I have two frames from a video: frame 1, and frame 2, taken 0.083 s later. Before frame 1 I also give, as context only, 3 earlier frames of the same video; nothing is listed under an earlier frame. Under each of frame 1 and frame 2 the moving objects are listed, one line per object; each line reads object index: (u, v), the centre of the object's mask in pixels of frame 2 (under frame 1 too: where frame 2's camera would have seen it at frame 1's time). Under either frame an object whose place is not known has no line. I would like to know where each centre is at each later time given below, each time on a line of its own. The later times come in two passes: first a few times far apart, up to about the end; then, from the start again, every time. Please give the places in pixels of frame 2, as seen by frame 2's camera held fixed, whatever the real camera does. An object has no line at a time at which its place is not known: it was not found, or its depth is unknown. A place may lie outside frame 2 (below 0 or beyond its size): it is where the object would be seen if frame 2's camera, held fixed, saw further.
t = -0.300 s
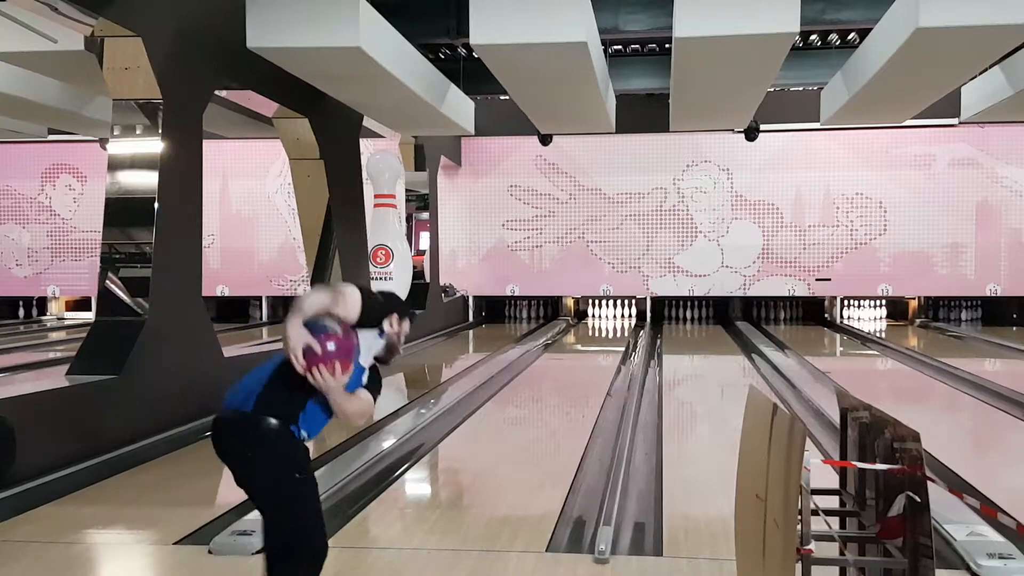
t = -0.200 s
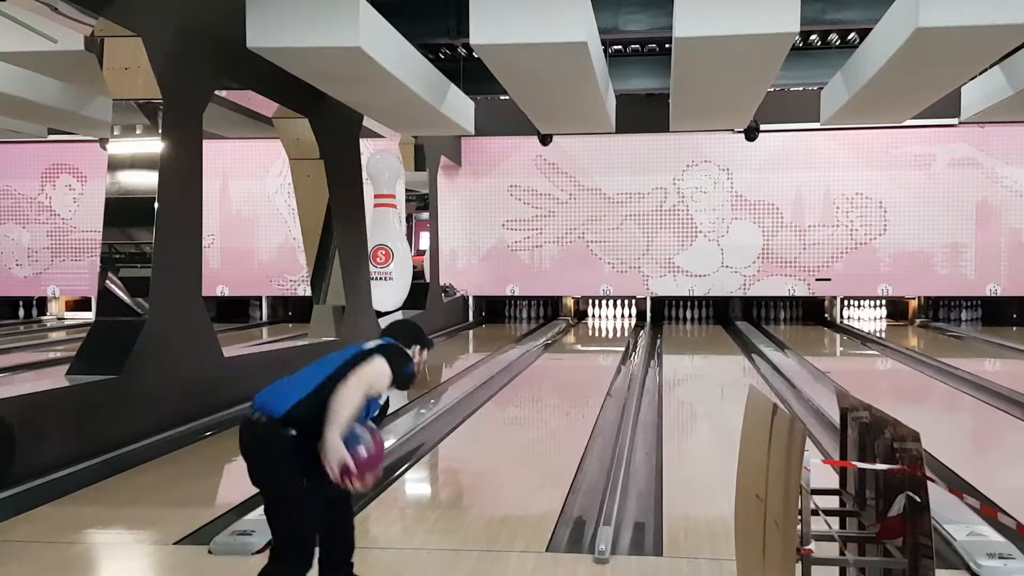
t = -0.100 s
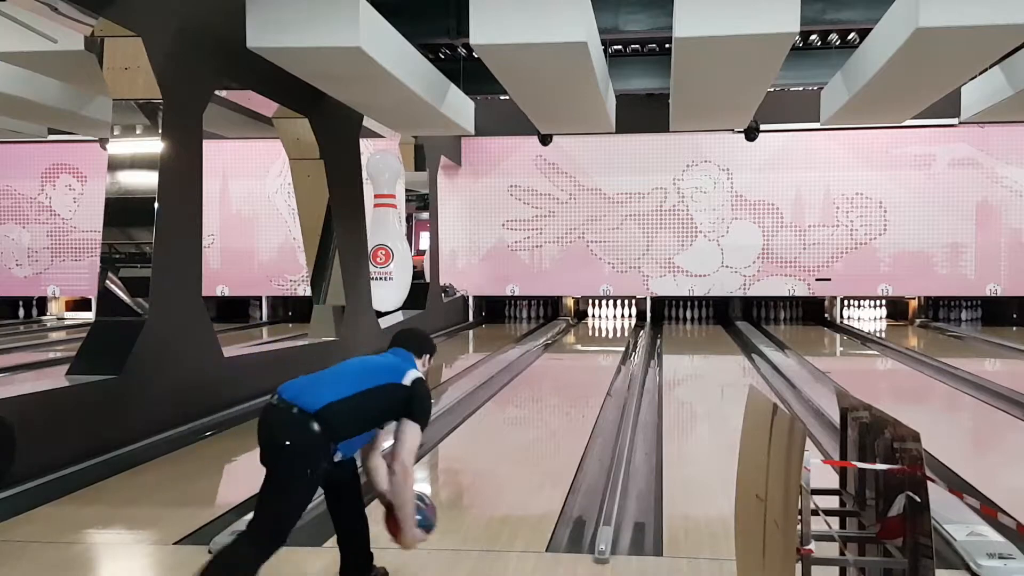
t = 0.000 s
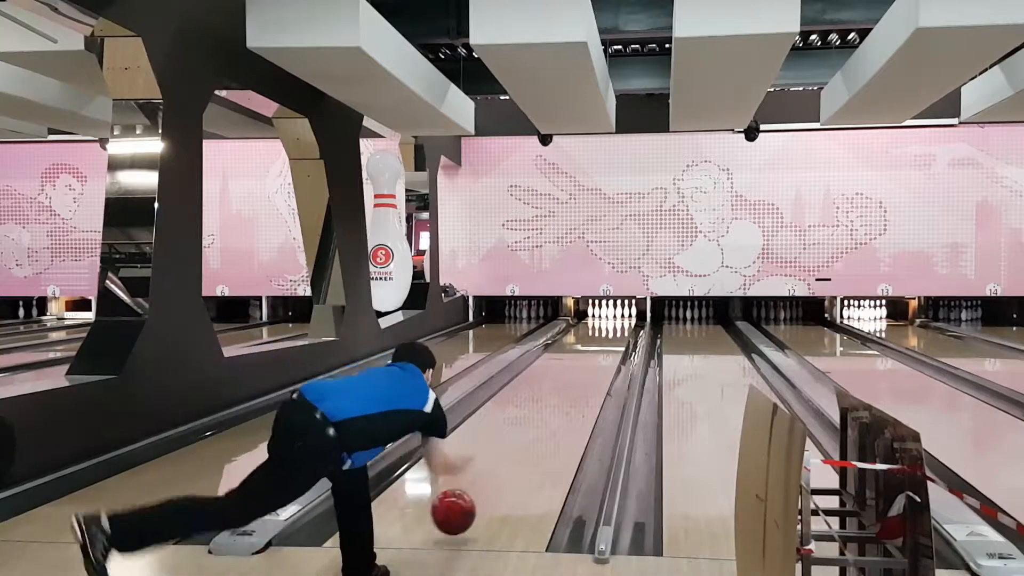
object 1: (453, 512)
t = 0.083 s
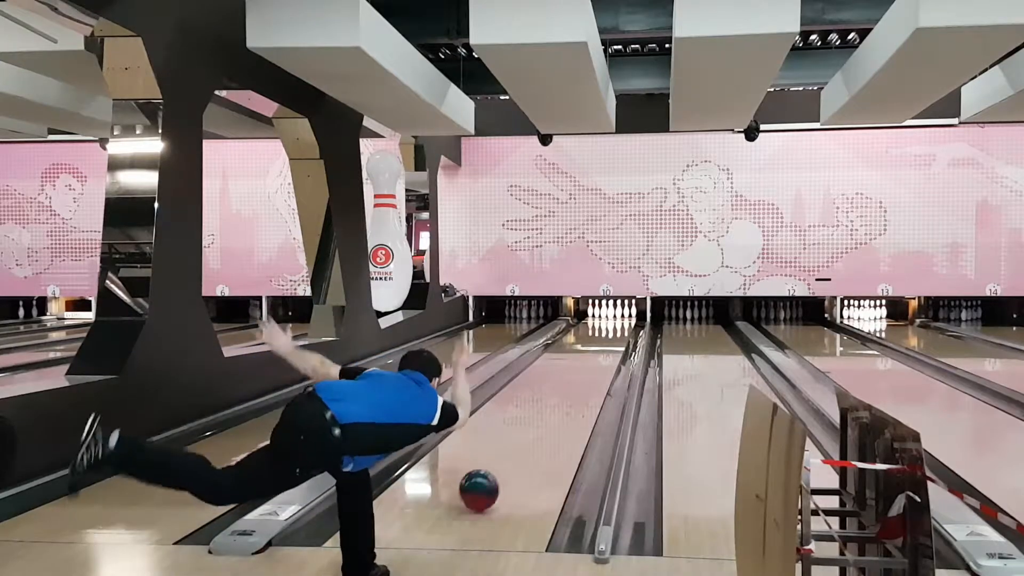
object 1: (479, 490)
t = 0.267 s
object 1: (519, 446)
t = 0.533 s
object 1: (556, 404)
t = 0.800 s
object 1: (579, 377)
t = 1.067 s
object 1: (595, 358)
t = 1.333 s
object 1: (605, 345)
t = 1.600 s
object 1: (612, 334)
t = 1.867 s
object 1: (617, 326)
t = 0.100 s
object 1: (483, 486)
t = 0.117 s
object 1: (488, 482)
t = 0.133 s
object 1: (492, 477)
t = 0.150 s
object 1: (496, 472)
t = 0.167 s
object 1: (500, 468)
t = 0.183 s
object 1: (503, 464)
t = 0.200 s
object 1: (507, 460)
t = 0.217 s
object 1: (510, 456)
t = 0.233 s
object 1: (513, 453)
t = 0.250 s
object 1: (516, 449)
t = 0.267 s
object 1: (519, 446)
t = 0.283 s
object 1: (522, 443)
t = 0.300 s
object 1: (525, 439)
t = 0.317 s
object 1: (528, 436)
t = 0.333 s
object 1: (530, 433)
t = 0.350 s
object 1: (533, 430)
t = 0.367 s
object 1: (535, 428)
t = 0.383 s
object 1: (539, 425)
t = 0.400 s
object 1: (540, 422)
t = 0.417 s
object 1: (542, 420)
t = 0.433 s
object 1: (544, 417)
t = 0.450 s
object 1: (547, 415)
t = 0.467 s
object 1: (548, 412)
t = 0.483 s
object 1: (550, 410)
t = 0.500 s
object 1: (552, 408)
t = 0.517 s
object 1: (554, 406)
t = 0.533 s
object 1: (556, 404)
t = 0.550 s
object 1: (558, 402)
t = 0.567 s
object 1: (559, 400)
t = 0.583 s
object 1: (561, 398)
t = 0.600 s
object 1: (563, 396)
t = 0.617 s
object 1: (564, 394)
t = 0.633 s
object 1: (566, 392)
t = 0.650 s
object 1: (567, 390)
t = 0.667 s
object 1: (569, 389)
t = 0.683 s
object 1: (570, 387)
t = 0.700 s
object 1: (571, 386)
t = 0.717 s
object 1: (573, 384)
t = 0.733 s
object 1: (574, 382)
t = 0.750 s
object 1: (575, 381)
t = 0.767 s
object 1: (577, 379)
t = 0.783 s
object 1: (578, 378)
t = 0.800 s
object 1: (579, 377)
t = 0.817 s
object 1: (580, 375)
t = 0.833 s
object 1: (581, 374)
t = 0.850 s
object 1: (582, 373)
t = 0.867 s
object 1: (583, 371)
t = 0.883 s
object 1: (585, 370)
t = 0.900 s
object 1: (586, 369)
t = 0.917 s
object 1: (586, 368)
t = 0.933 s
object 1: (587, 367)
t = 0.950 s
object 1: (588, 366)
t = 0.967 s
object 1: (589, 365)
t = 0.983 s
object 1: (590, 363)
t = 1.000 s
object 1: (591, 362)
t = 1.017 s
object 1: (592, 361)
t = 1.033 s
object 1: (593, 360)
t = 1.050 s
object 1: (594, 360)
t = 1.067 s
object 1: (595, 358)
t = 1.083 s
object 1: (595, 357)
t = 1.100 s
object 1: (596, 356)
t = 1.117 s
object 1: (597, 356)
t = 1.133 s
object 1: (598, 355)
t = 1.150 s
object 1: (598, 354)
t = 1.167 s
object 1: (599, 353)
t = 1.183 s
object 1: (600, 352)
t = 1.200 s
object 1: (600, 351)
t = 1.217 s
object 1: (601, 350)
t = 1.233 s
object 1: (602, 350)
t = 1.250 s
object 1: (602, 349)
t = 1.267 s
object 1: (603, 348)
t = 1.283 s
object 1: (604, 348)
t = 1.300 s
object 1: (604, 347)
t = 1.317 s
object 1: (605, 346)
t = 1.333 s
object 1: (605, 345)
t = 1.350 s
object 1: (605, 344)
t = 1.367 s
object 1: (606, 344)
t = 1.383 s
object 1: (607, 343)
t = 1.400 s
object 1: (607, 342)
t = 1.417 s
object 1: (608, 341)
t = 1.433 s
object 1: (608, 340)
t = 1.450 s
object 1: (608, 340)
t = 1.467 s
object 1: (609, 339)
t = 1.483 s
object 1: (609, 338)
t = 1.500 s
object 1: (609, 338)
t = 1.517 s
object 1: (610, 338)
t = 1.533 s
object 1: (611, 337)
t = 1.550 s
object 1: (611, 336)
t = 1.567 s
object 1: (612, 335)
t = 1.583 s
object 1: (612, 335)
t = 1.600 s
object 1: (612, 334)
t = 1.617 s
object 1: (613, 334)
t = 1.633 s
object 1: (613, 333)
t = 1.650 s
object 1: (613, 333)
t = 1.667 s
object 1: (614, 332)
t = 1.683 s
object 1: (614, 332)
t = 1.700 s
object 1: (614, 331)
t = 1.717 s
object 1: (614, 330)
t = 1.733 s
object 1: (615, 330)
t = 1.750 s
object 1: (615, 329)
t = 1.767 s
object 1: (616, 329)
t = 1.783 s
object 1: (616, 328)
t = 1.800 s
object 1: (616, 328)
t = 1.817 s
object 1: (617, 327)
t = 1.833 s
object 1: (617, 327)
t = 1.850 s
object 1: (617, 326)
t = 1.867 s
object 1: (617, 326)
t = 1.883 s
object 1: (617, 326)
